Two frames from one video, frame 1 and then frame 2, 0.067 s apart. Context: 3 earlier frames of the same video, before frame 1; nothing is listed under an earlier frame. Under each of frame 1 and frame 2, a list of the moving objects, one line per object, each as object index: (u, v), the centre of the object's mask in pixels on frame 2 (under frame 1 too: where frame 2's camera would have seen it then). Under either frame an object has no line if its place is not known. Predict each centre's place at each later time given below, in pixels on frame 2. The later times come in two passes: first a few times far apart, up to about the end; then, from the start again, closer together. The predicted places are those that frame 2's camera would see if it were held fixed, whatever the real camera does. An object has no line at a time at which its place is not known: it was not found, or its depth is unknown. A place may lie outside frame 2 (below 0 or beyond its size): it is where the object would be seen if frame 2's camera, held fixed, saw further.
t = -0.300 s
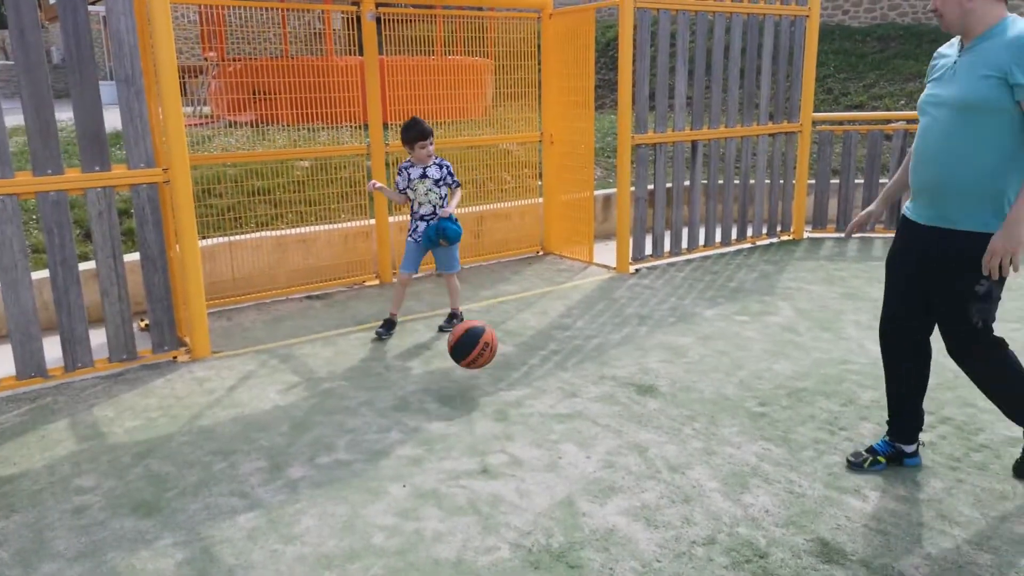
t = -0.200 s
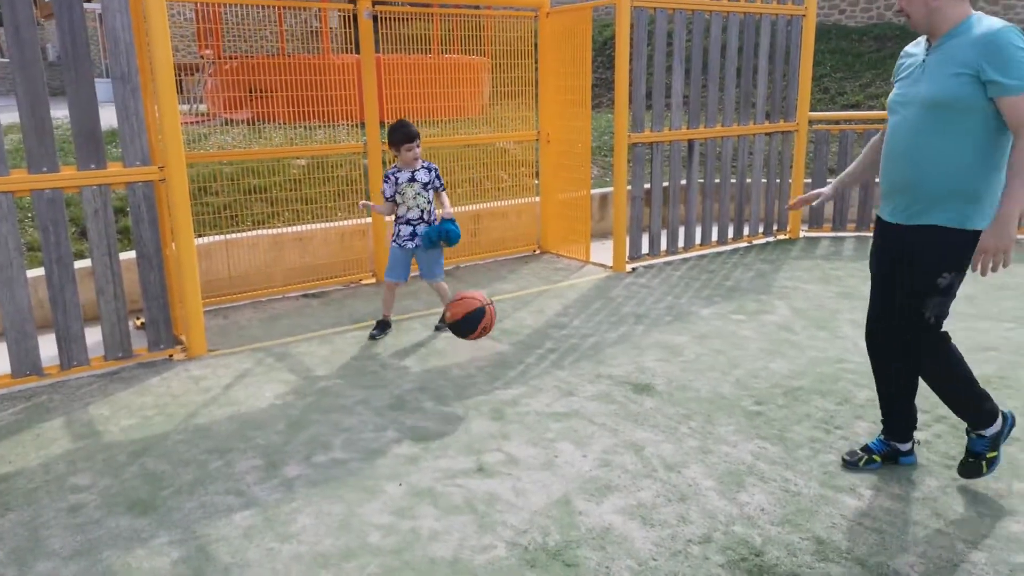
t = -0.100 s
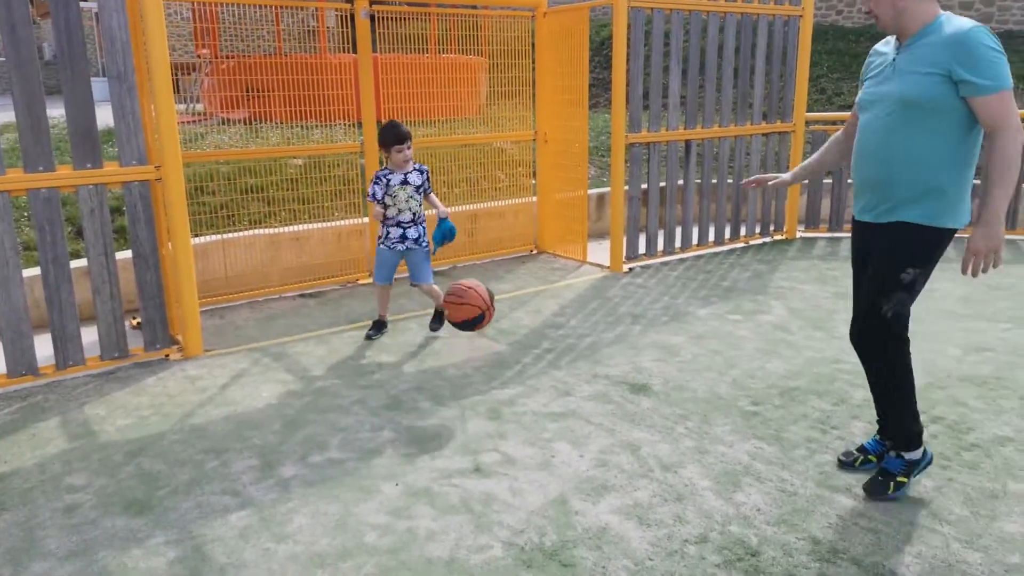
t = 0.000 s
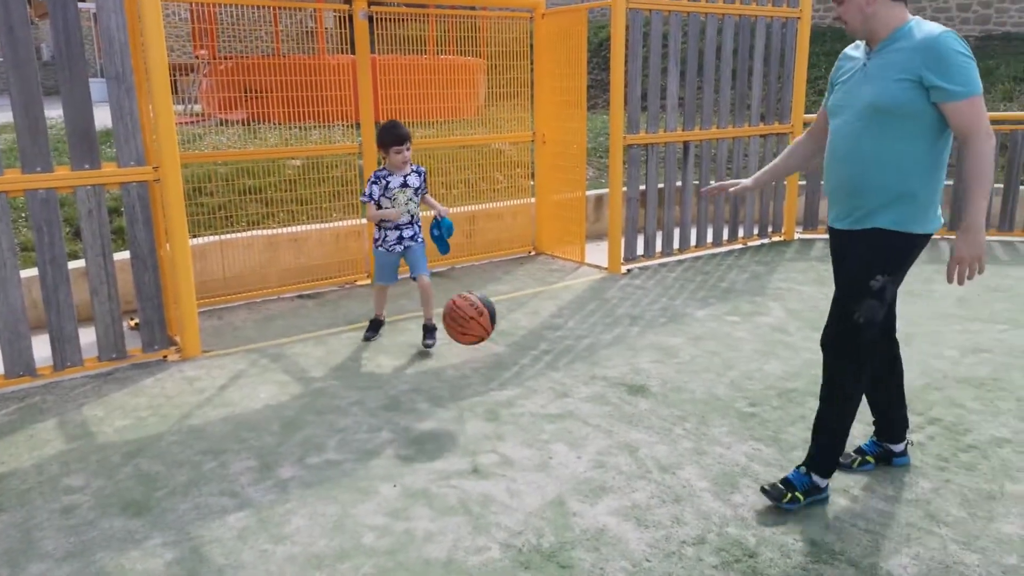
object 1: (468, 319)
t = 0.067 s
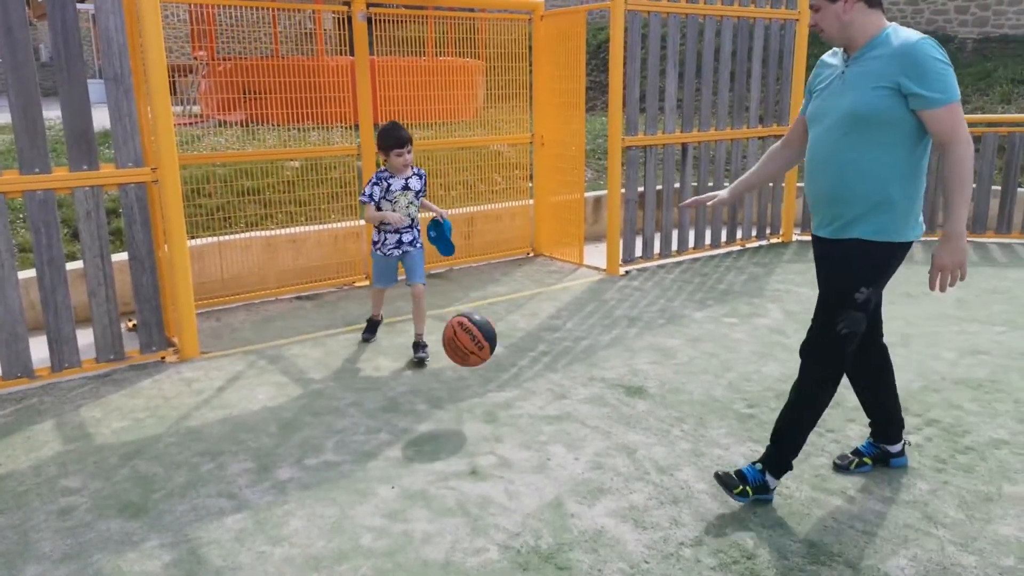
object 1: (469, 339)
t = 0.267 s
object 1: (474, 370)
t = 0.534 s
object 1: (478, 362)
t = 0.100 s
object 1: (470, 353)
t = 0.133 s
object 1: (471, 369)
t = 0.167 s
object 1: (473, 388)
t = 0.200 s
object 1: (473, 394)
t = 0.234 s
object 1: (474, 381)
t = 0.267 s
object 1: (474, 370)
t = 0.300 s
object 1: (474, 362)
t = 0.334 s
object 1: (474, 356)
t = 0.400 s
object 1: (475, 352)
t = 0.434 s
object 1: (475, 351)
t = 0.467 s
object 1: (476, 352)
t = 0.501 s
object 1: (477, 355)
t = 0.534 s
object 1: (478, 362)
